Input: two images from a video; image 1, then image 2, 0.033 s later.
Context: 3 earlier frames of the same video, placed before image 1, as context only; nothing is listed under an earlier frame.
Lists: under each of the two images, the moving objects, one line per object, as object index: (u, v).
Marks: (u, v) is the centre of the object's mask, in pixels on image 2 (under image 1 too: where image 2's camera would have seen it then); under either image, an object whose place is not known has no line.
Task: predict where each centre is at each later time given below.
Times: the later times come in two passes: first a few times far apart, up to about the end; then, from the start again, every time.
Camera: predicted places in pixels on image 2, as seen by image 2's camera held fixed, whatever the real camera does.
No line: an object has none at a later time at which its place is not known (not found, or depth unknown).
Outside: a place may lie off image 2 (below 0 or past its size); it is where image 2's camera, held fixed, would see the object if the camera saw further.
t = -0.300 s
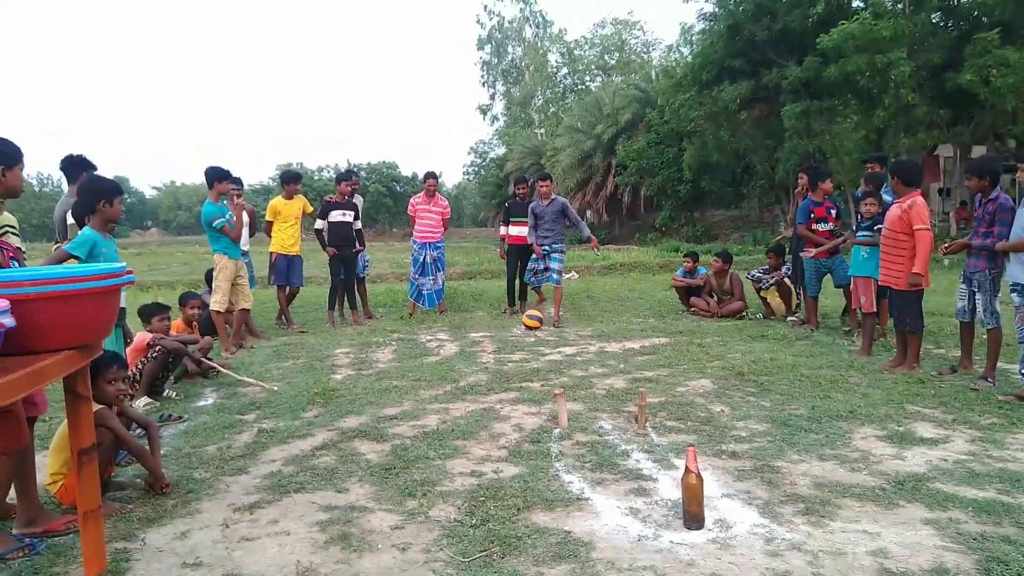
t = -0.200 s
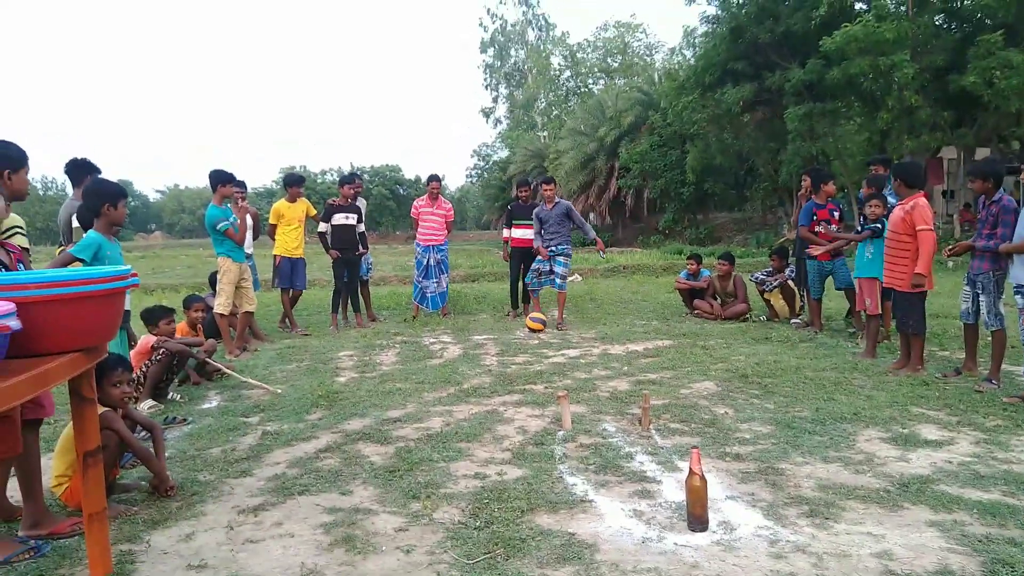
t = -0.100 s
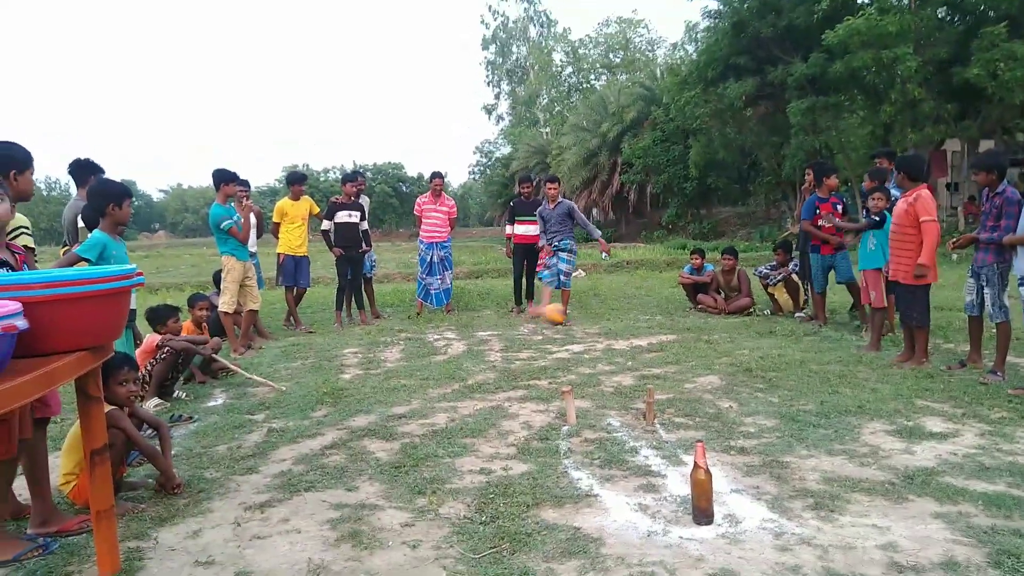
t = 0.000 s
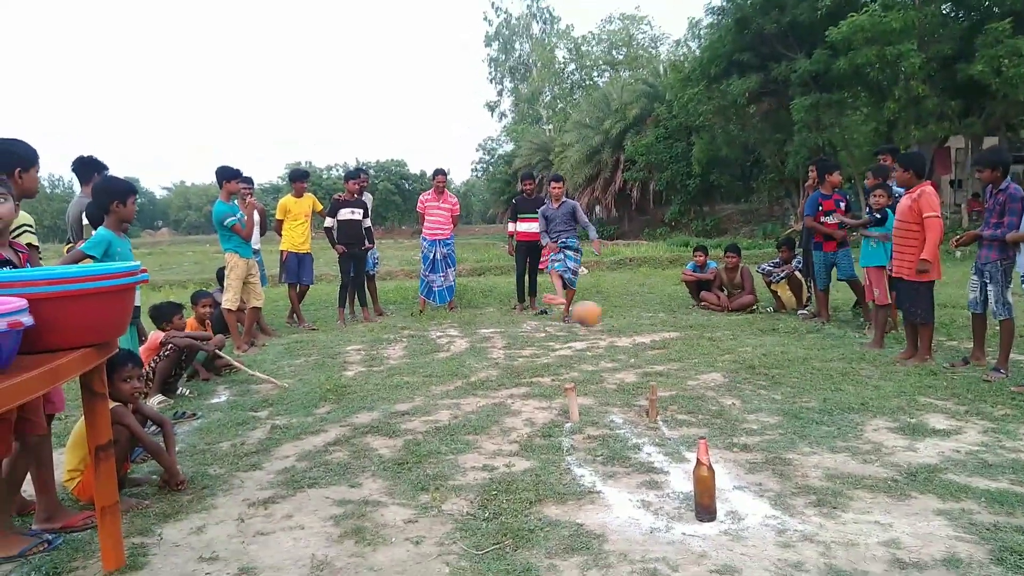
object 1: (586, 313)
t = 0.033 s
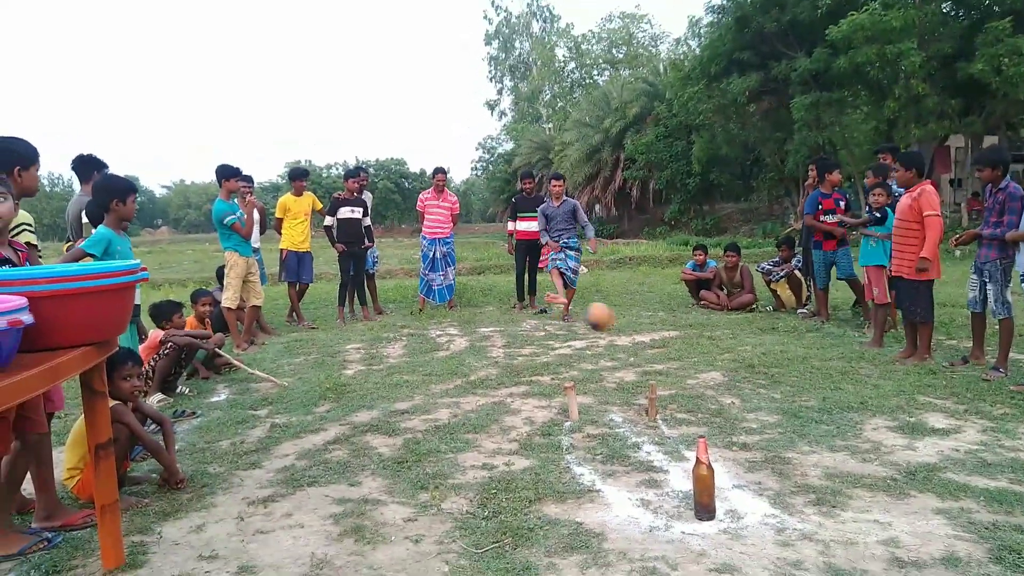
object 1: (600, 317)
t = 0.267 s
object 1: (752, 419)
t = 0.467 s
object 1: (994, 437)
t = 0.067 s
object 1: (614, 323)
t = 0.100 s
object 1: (630, 330)
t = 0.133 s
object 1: (647, 343)
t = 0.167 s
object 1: (669, 358)
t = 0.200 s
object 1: (691, 376)
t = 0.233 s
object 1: (723, 403)
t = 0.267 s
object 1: (752, 419)
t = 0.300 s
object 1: (780, 415)
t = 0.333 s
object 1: (809, 413)
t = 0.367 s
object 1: (844, 412)
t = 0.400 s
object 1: (887, 415)
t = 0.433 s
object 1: (937, 423)
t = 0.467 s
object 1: (994, 437)
